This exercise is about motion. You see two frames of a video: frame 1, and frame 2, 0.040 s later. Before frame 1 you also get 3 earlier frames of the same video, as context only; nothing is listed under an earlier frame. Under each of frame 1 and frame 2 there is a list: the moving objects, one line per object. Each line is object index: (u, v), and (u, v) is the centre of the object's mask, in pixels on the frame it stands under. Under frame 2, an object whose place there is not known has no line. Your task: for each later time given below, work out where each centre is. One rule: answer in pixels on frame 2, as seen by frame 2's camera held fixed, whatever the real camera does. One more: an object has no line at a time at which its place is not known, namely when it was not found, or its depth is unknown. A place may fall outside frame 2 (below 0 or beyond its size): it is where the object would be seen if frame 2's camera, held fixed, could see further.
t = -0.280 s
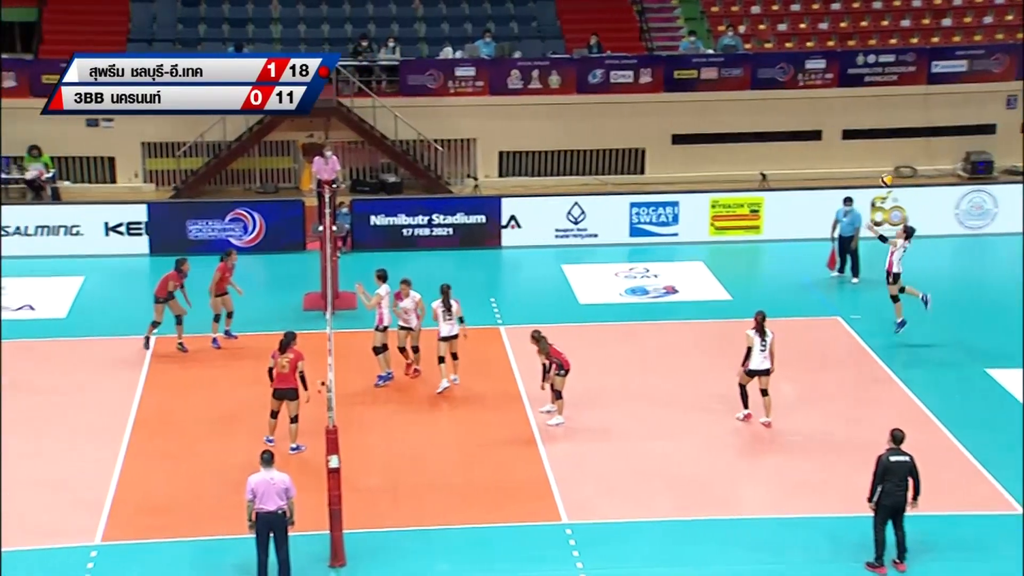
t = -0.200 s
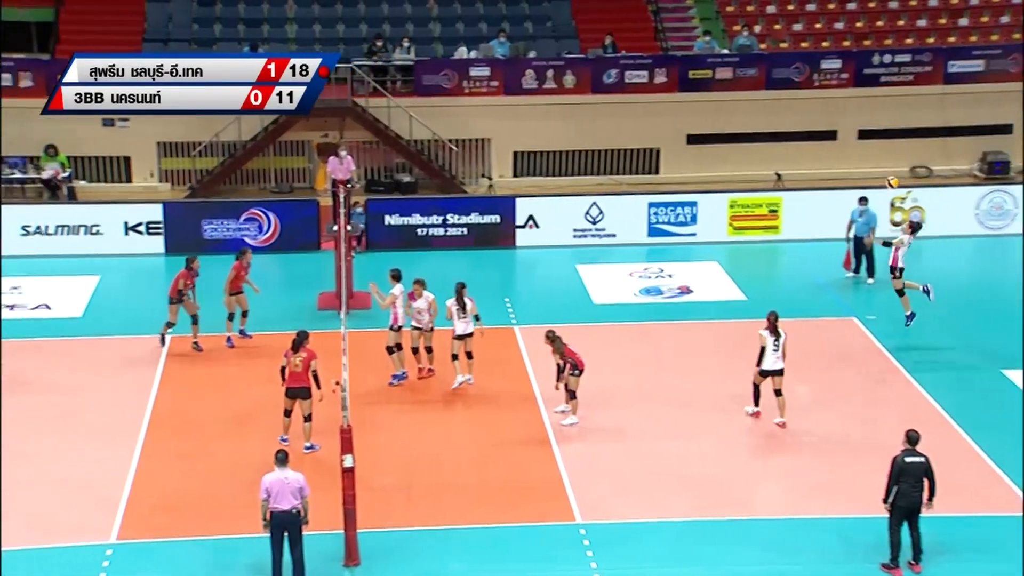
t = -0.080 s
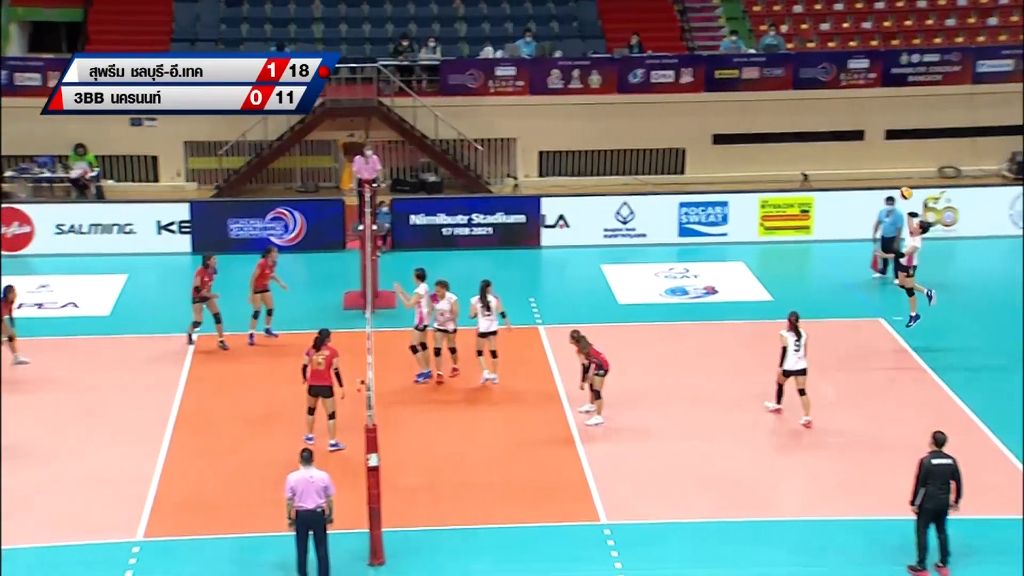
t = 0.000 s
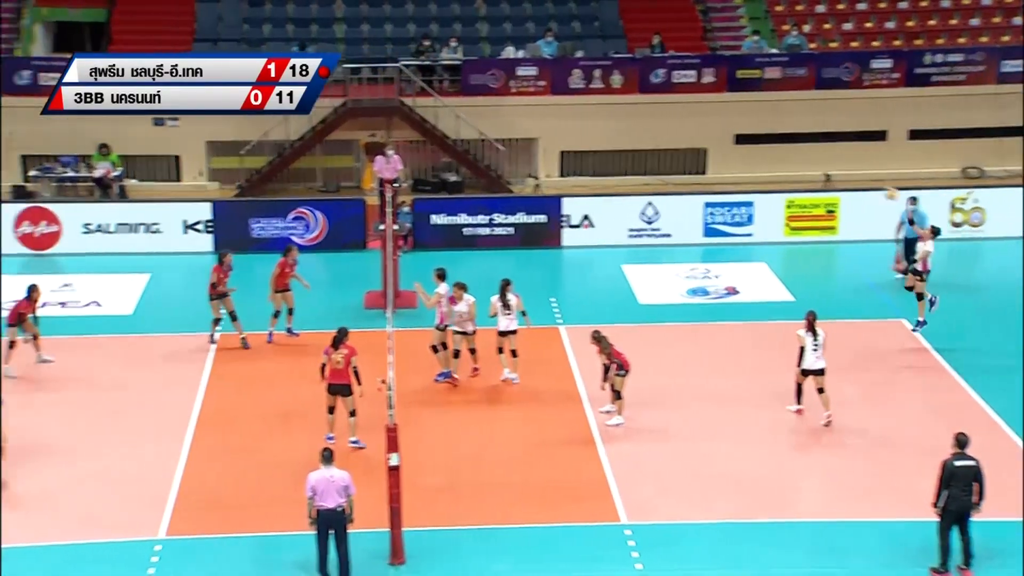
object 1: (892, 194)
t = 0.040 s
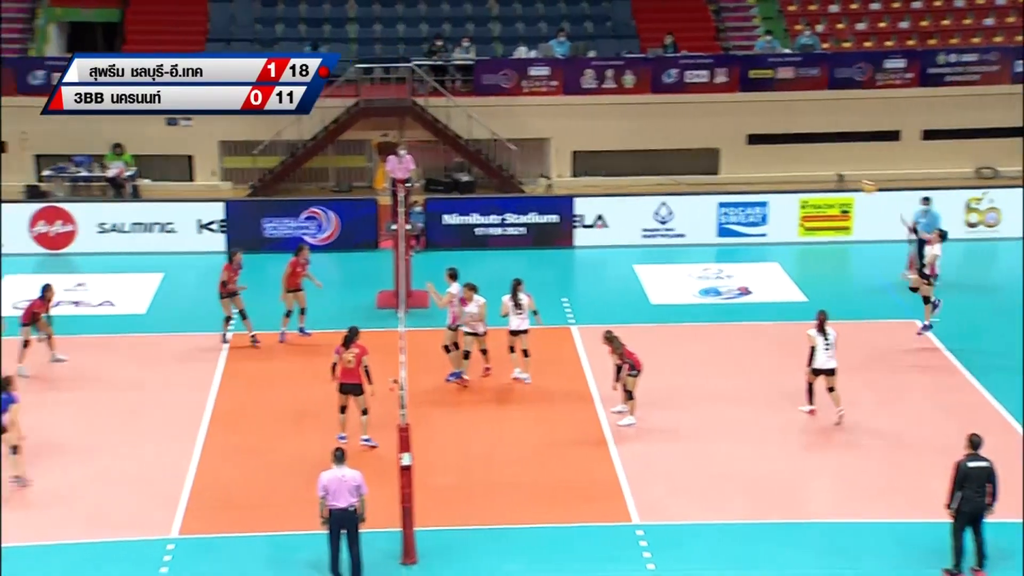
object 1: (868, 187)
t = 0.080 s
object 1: (835, 181)
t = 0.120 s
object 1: (800, 176)
